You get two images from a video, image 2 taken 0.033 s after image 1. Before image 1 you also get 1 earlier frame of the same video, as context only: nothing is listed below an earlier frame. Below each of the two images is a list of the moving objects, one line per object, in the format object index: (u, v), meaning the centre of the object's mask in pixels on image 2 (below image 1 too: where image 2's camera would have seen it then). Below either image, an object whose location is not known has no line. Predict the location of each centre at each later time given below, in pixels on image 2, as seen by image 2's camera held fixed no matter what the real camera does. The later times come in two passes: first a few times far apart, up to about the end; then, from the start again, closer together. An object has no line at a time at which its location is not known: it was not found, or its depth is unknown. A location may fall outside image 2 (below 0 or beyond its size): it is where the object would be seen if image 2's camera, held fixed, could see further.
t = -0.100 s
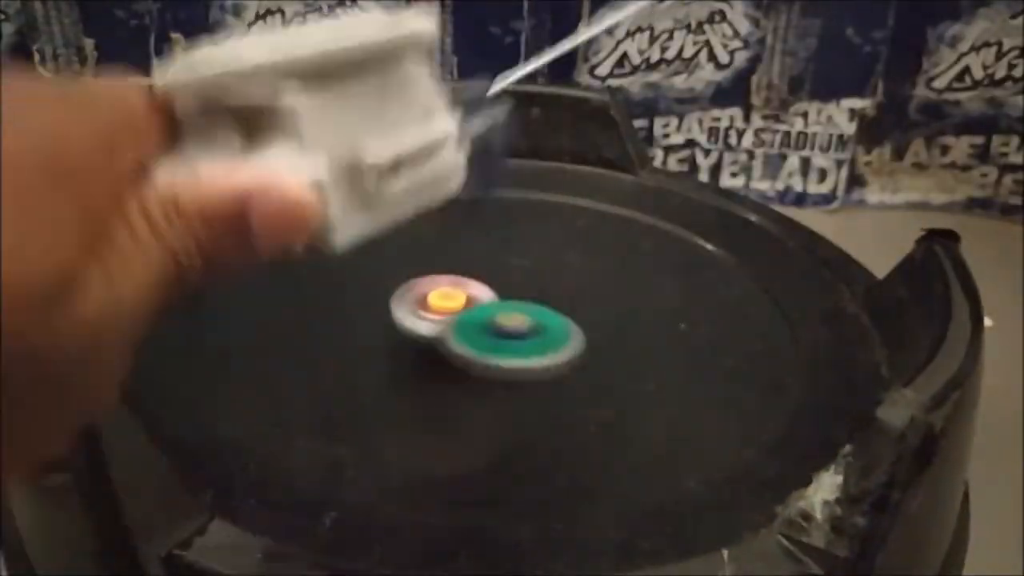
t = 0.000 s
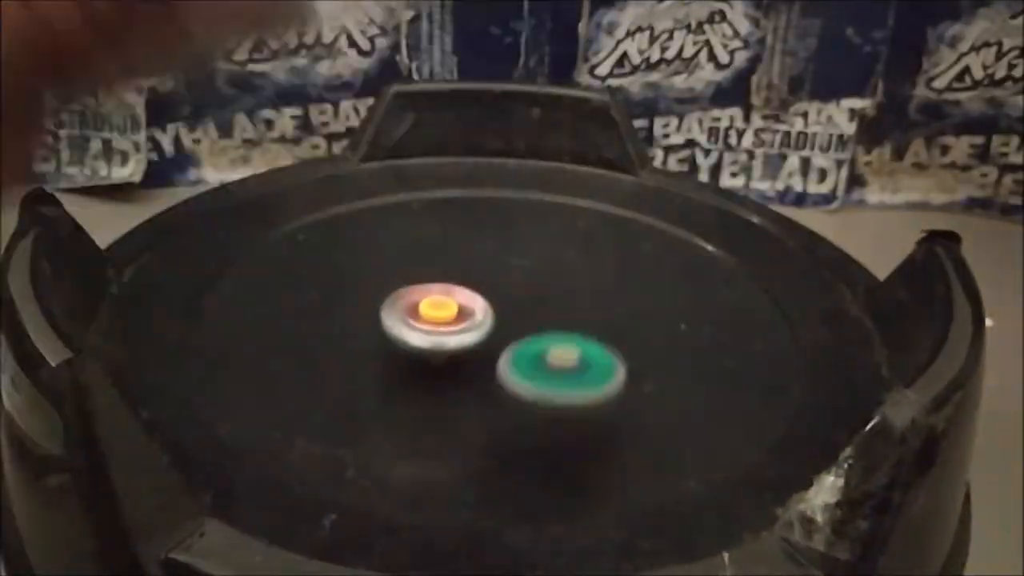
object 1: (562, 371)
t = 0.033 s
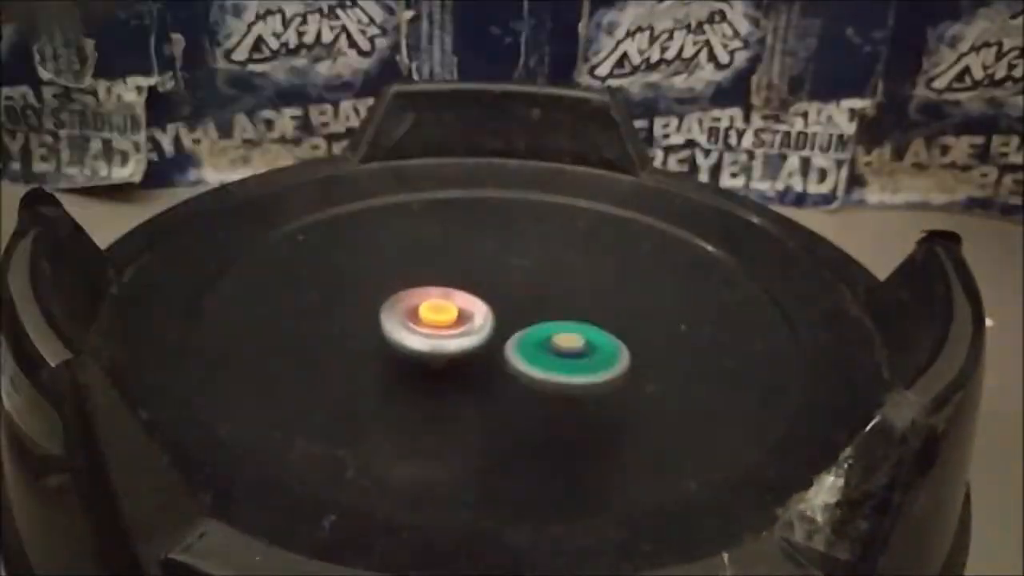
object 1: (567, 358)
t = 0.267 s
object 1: (650, 255)
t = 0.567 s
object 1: (491, 190)
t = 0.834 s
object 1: (310, 243)
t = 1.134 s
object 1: (445, 374)
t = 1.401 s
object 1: (615, 305)
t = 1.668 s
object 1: (511, 234)
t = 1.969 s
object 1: (398, 300)
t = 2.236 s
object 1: (569, 358)
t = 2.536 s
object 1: (618, 261)
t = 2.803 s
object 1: (452, 257)
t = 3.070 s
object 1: (423, 362)
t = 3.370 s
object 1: (652, 354)
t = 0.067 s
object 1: (569, 365)
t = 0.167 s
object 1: (579, 313)
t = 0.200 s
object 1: (611, 295)
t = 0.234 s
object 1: (635, 273)
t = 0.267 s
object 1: (650, 255)
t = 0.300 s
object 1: (654, 238)
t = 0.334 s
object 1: (650, 224)
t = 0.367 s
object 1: (640, 215)
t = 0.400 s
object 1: (624, 206)
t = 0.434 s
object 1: (602, 201)
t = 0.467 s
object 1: (577, 196)
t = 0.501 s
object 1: (549, 193)
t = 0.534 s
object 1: (520, 190)
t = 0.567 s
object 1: (491, 190)
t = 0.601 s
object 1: (462, 189)
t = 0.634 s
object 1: (432, 192)
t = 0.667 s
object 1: (405, 195)
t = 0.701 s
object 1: (382, 200)
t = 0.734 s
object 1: (360, 208)
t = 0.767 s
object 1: (339, 219)
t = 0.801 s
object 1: (323, 229)
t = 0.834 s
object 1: (310, 243)
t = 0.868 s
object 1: (302, 257)
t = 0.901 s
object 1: (298, 274)
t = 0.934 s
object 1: (298, 291)
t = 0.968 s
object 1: (306, 309)
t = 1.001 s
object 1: (322, 327)
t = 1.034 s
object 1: (345, 343)
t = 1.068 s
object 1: (375, 358)
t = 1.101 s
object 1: (408, 368)
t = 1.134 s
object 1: (445, 374)
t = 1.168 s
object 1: (483, 374)
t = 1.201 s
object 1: (517, 371)
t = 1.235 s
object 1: (546, 364)
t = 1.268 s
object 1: (571, 353)
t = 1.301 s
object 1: (581, 347)
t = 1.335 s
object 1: (599, 334)
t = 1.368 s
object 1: (610, 319)
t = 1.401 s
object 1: (615, 305)
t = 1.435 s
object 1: (615, 290)
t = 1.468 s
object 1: (610, 276)
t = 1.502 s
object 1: (600, 264)
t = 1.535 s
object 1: (585, 255)
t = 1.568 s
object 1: (568, 246)
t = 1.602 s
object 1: (550, 240)
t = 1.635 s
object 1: (531, 236)
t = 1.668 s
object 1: (511, 234)
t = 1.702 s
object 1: (490, 232)
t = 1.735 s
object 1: (469, 233)
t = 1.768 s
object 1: (451, 238)
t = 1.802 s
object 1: (434, 245)
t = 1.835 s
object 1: (420, 253)
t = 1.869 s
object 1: (408, 263)
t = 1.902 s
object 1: (400, 275)
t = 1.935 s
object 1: (396, 287)
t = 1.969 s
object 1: (398, 300)
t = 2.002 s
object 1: (405, 314)
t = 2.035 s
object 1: (417, 327)
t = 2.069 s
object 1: (435, 340)
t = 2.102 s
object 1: (458, 350)
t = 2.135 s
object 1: (484, 356)
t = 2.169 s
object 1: (512, 361)
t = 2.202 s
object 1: (542, 361)
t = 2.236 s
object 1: (569, 358)
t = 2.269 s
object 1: (593, 352)
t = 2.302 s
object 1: (613, 342)
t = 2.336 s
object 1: (630, 332)
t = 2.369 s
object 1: (641, 319)
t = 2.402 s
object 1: (647, 306)
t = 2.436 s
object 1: (647, 293)
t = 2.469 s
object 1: (642, 281)
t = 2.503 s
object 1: (632, 270)
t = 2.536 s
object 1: (618, 261)
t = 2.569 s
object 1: (601, 253)
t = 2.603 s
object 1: (581, 248)
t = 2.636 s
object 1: (560, 244)
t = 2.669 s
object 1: (538, 242)
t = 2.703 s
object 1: (515, 243)
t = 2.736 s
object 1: (493, 246)
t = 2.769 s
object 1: (472, 251)
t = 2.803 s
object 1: (452, 257)
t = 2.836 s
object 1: (434, 267)
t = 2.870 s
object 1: (420, 278)
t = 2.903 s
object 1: (409, 290)
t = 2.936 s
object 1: (401, 304)
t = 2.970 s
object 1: (398, 318)
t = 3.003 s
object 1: (400, 333)
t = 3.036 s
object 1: (408, 348)
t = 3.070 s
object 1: (423, 362)
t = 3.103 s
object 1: (444, 374)
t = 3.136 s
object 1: (469, 383)
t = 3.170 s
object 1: (498, 389)
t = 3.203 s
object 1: (530, 392)
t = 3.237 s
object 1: (561, 389)
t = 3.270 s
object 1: (590, 384)
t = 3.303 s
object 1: (615, 376)
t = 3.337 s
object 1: (637, 366)
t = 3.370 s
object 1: (652, 354)
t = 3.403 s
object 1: (661, 340)
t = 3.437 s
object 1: (665, 327)
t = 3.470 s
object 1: (662, 314)
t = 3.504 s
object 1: (655, 302)
